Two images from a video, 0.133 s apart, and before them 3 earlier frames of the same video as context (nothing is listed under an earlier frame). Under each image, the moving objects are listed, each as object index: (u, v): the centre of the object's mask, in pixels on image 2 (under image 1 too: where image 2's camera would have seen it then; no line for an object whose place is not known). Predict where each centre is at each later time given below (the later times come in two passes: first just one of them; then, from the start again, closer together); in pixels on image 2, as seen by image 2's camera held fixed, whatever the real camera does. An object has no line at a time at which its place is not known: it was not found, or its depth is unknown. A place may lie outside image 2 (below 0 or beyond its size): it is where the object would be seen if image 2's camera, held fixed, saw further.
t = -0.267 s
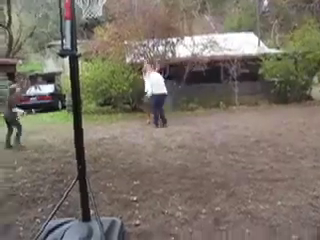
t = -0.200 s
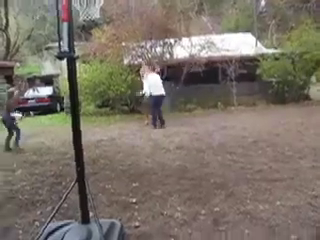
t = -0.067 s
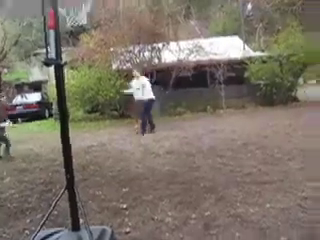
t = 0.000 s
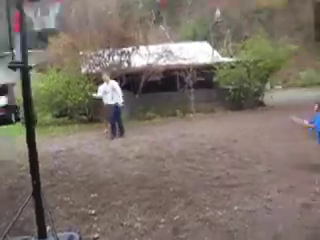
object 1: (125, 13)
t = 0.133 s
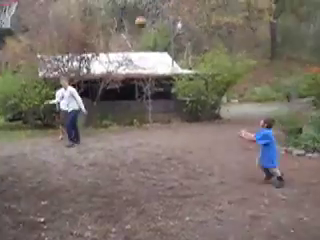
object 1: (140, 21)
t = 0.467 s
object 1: (196, 107)
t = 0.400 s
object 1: (184, 83)
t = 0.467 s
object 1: (196, 107)
